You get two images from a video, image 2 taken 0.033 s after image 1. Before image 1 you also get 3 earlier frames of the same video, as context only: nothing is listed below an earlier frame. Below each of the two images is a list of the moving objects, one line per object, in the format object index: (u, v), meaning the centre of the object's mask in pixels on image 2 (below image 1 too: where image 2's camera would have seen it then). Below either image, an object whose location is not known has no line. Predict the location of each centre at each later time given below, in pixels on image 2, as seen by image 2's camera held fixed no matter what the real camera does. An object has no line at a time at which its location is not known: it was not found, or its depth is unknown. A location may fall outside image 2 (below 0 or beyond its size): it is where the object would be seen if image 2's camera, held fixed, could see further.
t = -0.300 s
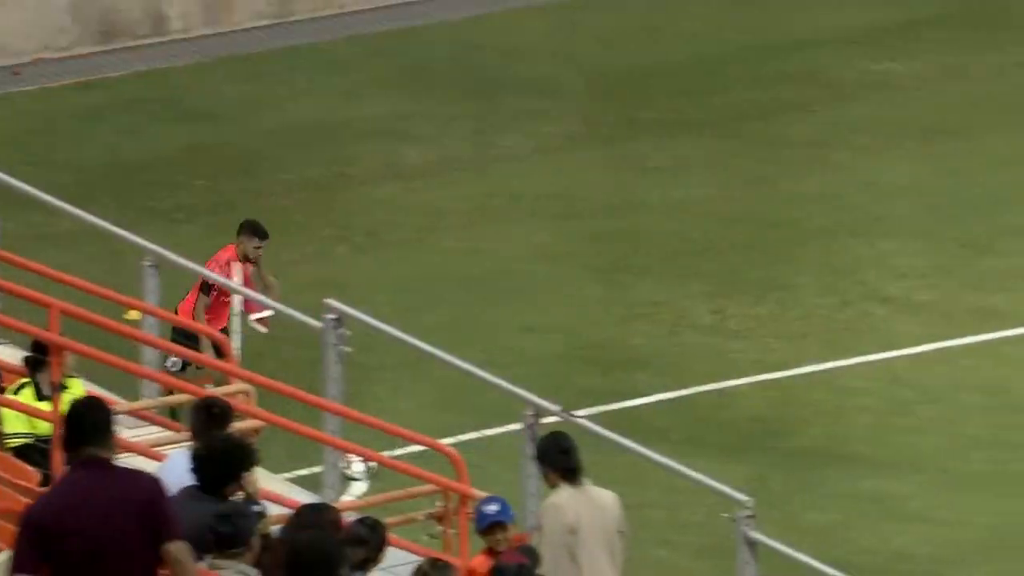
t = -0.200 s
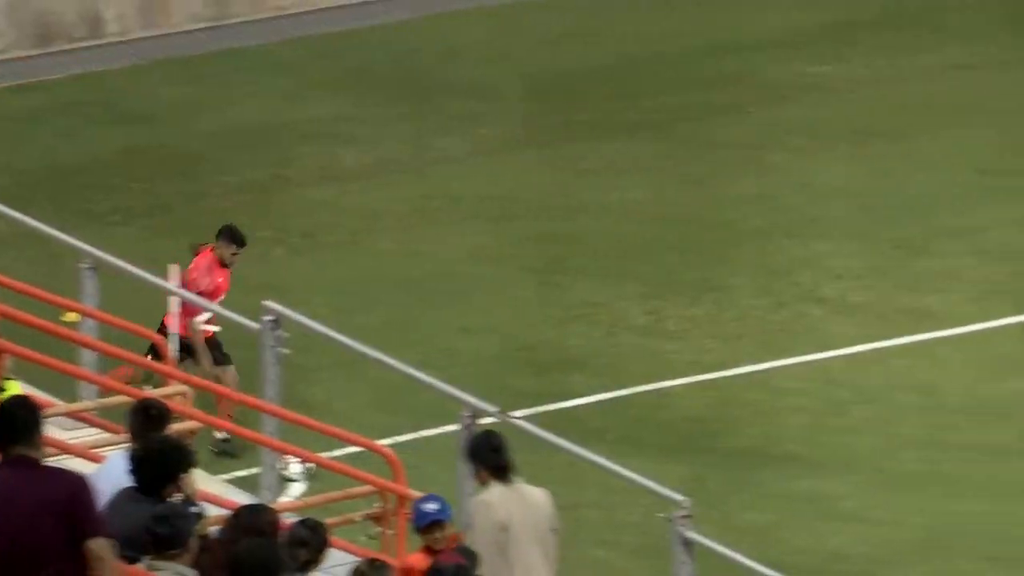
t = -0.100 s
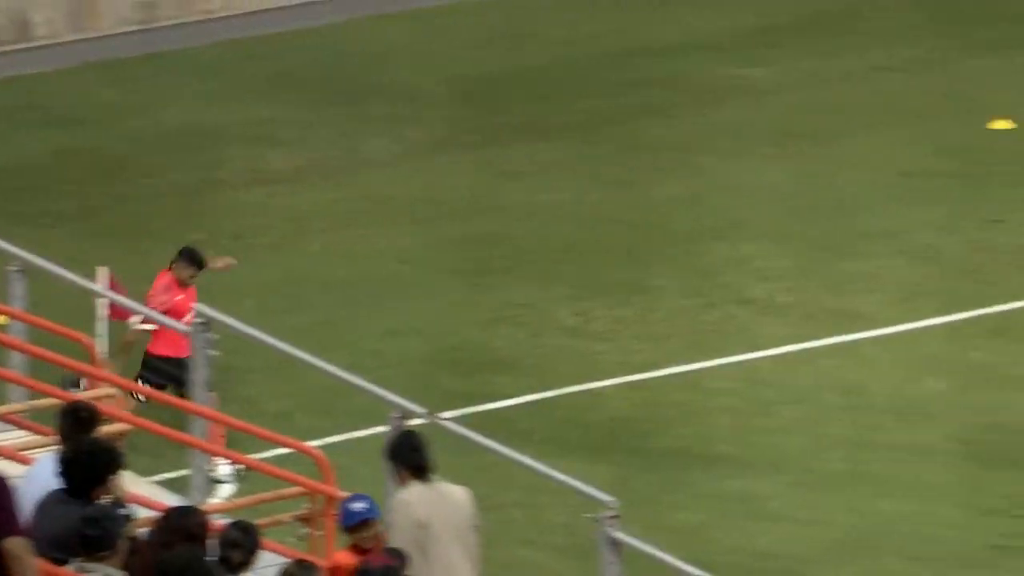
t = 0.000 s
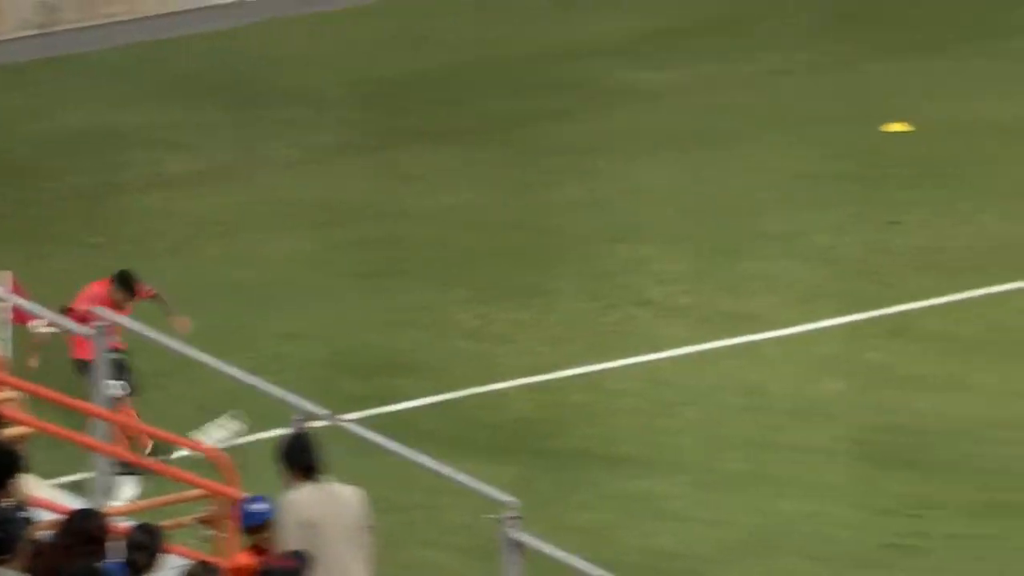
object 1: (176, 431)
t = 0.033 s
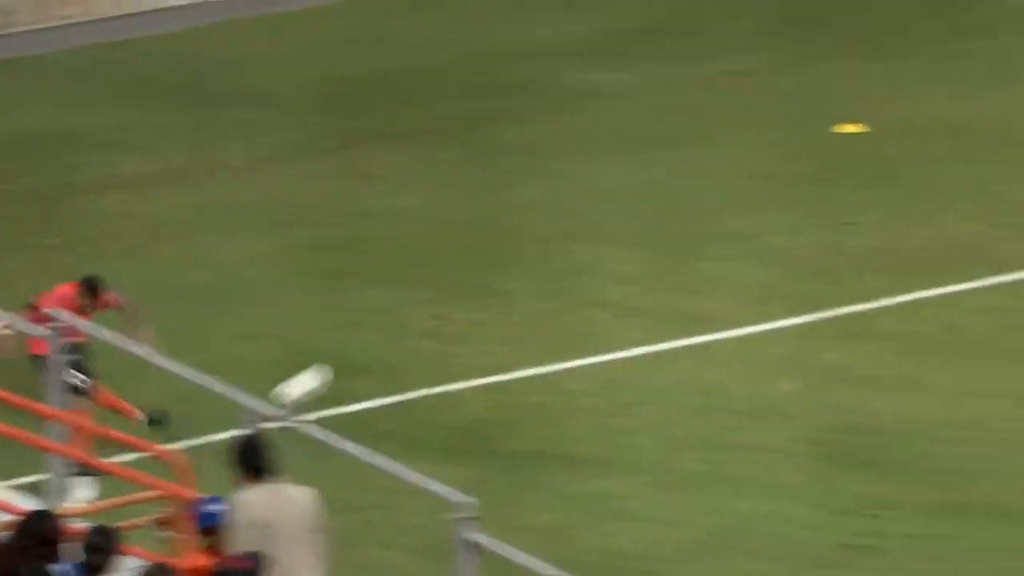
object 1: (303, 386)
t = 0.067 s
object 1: (429, 340)
